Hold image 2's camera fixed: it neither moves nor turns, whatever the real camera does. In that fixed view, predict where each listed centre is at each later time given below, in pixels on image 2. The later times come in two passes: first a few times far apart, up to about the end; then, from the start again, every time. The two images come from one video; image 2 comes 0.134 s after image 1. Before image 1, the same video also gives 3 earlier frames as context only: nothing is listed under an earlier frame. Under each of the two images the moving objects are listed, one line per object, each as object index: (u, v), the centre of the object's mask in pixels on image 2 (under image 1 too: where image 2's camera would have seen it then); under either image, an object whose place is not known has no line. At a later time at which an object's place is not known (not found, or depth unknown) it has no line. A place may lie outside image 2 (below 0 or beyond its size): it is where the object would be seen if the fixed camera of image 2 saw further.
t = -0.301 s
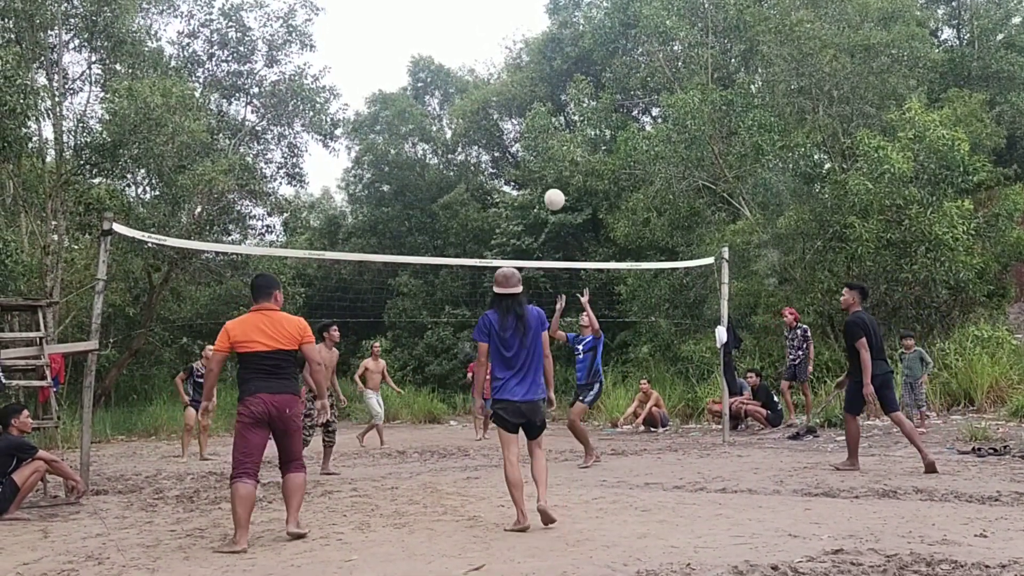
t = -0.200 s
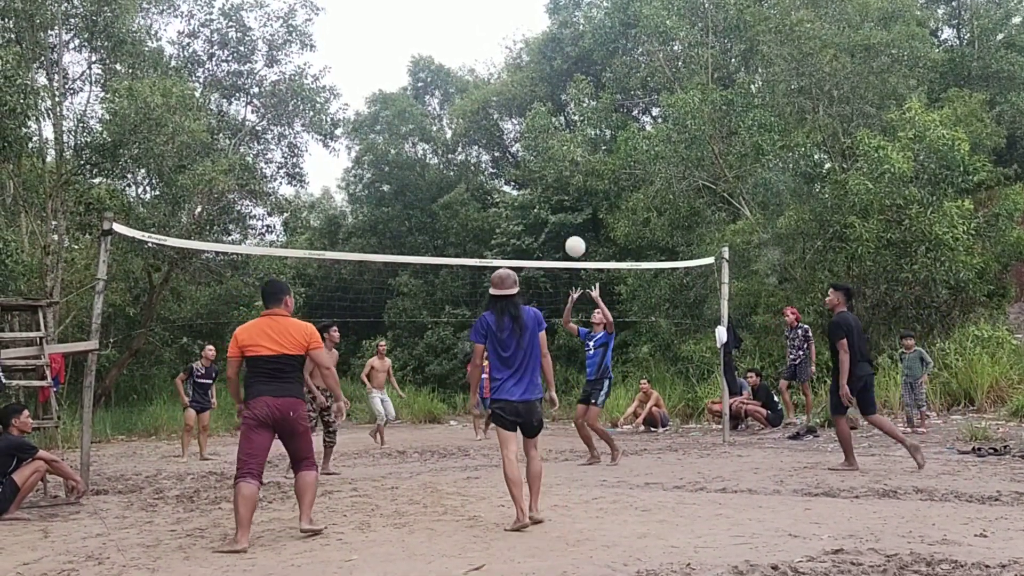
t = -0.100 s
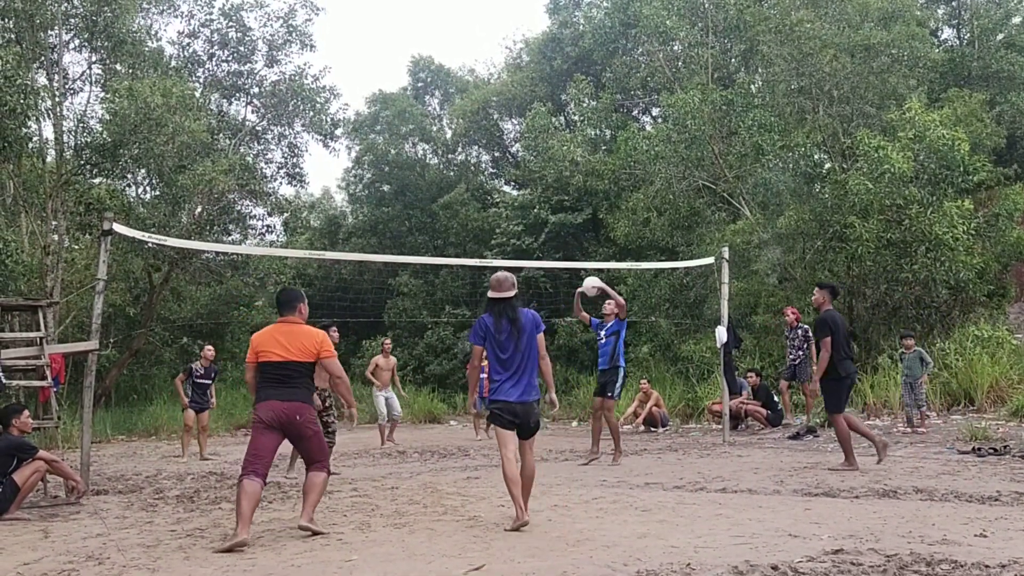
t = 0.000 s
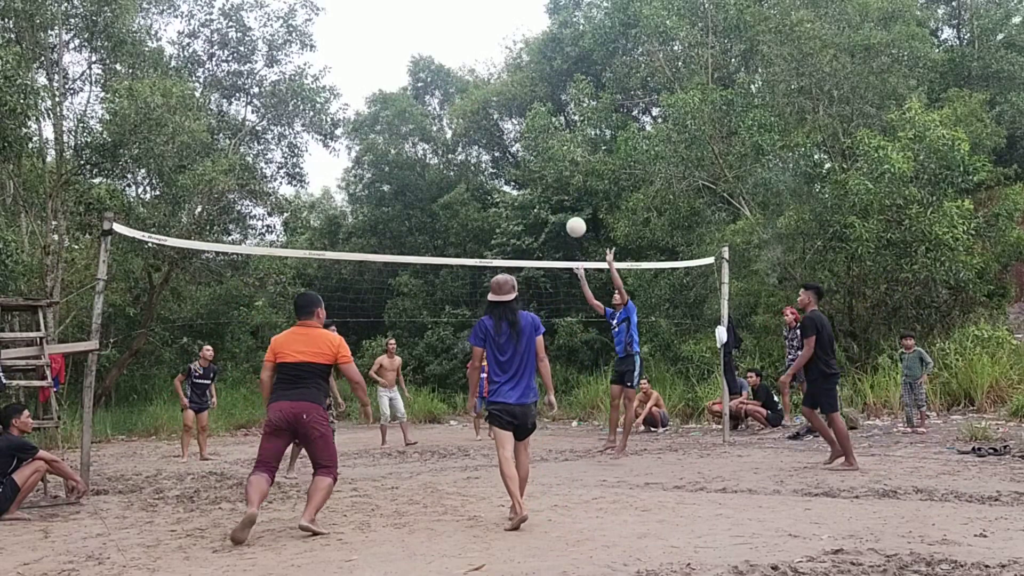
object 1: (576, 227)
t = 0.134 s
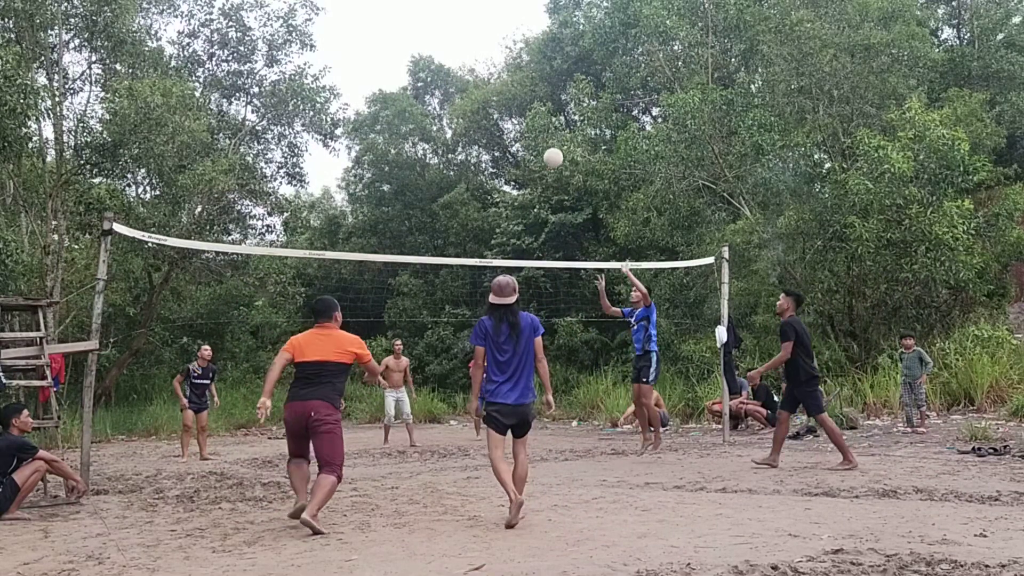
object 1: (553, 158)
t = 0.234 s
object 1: (537, 117)
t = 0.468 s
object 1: (499, 59)
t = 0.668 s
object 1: (469, 48)
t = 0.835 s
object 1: (445, 66)
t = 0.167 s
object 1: (548, 143)
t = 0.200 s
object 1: (542, 130)
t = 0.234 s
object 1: (537, 117)
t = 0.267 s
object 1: (531, 106)
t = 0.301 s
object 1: (526, 96)
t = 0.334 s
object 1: (521, 86)
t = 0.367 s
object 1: (516, 78)
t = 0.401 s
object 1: (511, 71)
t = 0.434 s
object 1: (505, 65)
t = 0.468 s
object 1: (499, 59)
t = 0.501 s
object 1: (494, 55)
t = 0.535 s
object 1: (489, 52)
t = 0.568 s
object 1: (484, 50)
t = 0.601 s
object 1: (479, 48)
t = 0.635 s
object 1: (474, 48)
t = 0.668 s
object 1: (469, 48)
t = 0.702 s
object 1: (464, 50)
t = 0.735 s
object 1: (460, 53)
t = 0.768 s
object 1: (455, 56)
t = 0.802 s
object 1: (450, 61)
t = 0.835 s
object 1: (445, 66)
